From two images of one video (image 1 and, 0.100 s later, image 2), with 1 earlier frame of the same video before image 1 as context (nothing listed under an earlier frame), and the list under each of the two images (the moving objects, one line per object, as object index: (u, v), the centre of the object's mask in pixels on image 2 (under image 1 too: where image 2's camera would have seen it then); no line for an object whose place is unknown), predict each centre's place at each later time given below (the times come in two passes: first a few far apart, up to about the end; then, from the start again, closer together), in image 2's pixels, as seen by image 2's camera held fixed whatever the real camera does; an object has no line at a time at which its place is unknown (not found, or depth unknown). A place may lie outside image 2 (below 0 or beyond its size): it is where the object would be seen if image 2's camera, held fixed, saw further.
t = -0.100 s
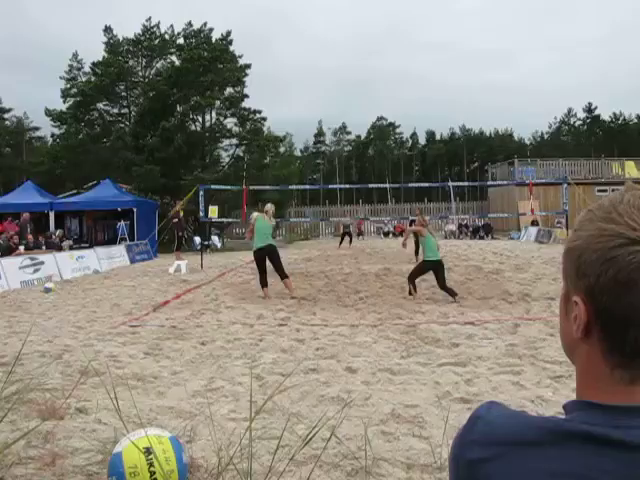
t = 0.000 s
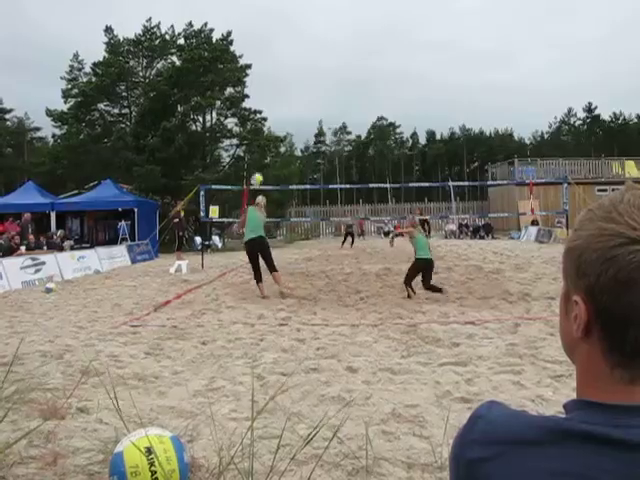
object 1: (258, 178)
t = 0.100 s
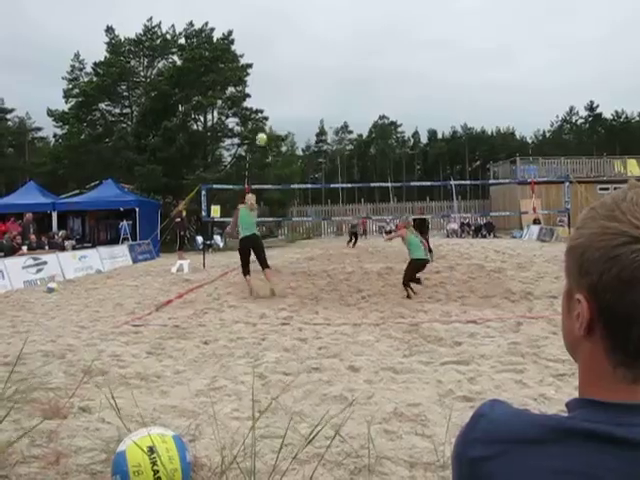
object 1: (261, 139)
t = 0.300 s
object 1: (267, 81)
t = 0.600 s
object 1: (276, 36)
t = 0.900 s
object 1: (285, 35)
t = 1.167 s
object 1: (292, 69)
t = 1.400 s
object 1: (297, 127)
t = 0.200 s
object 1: (264, 108)
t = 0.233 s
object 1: (264, 99)
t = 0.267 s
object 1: (266, 88)
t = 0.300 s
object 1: (267, 81)
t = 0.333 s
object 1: (268, 73)
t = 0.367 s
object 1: (269, 67)
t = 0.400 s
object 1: (270, 61)
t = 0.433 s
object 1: (271, 56)
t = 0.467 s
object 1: (272, 50)
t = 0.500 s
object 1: (273, 46)
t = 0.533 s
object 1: (274, 43)
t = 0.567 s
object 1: (275, 38)
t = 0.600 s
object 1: (276, 36)
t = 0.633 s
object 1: (277, 34)
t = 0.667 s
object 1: (278, 32)
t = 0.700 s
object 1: (279, 31)
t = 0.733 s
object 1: (280, 31)
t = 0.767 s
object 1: (281, 30)
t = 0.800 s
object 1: (282, 31)
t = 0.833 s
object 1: (283, 32)
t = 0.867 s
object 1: (284, 33)
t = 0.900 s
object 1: (285, 35)
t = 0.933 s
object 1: (286, 37)
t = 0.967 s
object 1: (287, 40)
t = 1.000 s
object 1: (287, 44)
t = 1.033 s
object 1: (289, 47)
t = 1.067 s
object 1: (290, 52)
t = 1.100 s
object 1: (290, 58)
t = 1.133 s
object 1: (291, 63)
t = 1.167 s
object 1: (292, 69)
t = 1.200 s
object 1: (293, 75)
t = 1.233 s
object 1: (294, 82)
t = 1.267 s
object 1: (294, 89)
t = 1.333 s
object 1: (296, 106)
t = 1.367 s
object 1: (297, 115)
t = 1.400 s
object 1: (297, 127)
